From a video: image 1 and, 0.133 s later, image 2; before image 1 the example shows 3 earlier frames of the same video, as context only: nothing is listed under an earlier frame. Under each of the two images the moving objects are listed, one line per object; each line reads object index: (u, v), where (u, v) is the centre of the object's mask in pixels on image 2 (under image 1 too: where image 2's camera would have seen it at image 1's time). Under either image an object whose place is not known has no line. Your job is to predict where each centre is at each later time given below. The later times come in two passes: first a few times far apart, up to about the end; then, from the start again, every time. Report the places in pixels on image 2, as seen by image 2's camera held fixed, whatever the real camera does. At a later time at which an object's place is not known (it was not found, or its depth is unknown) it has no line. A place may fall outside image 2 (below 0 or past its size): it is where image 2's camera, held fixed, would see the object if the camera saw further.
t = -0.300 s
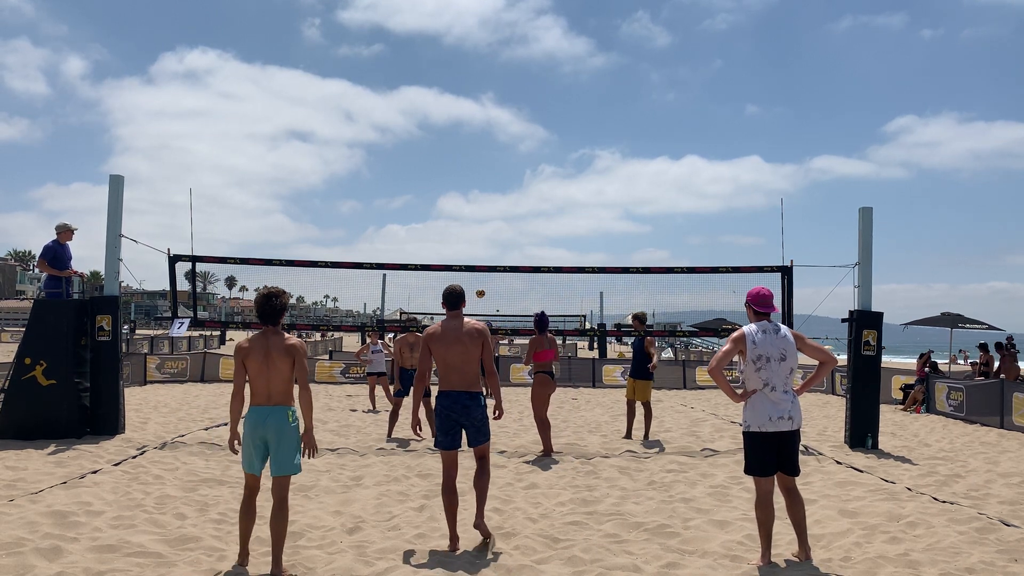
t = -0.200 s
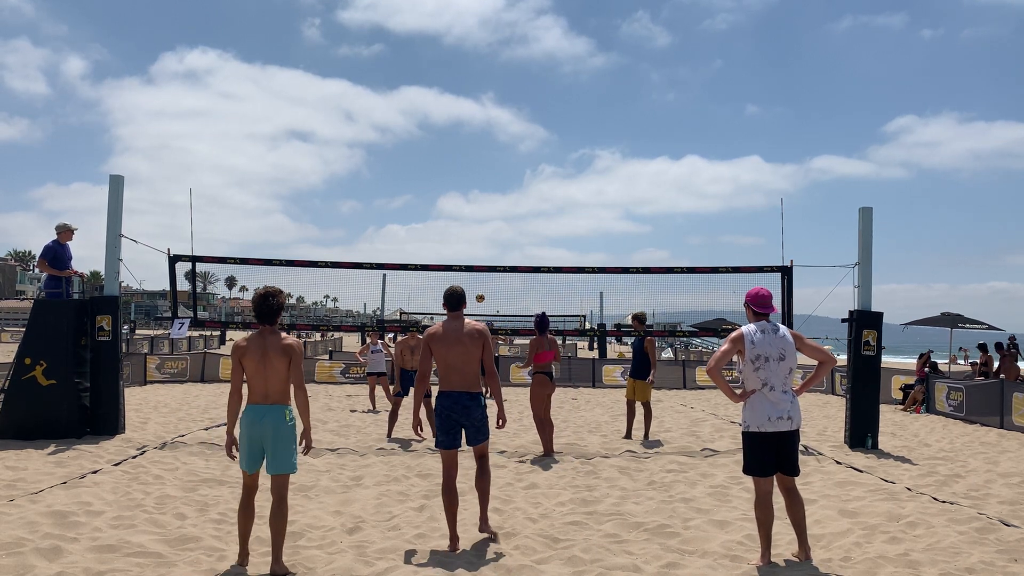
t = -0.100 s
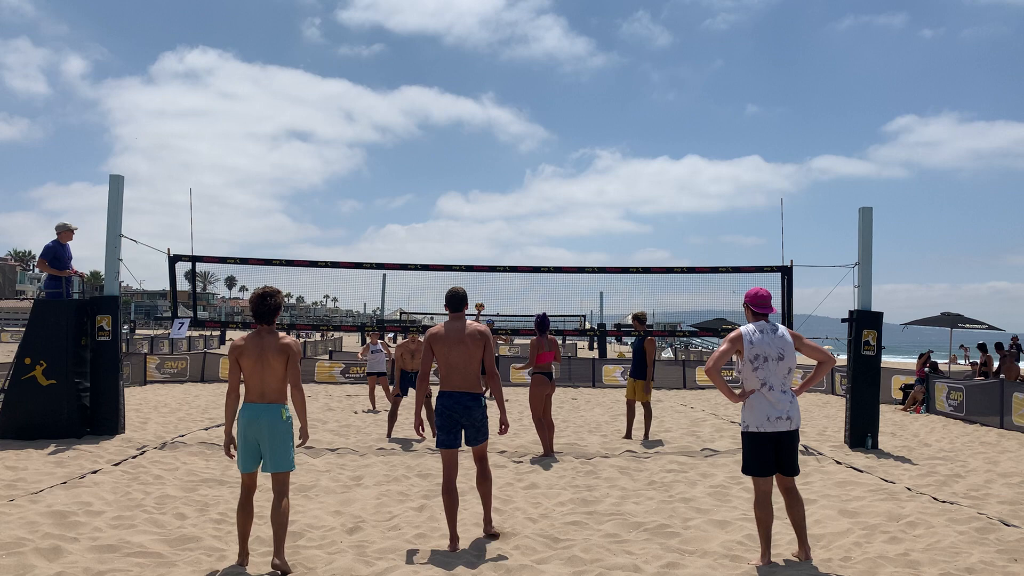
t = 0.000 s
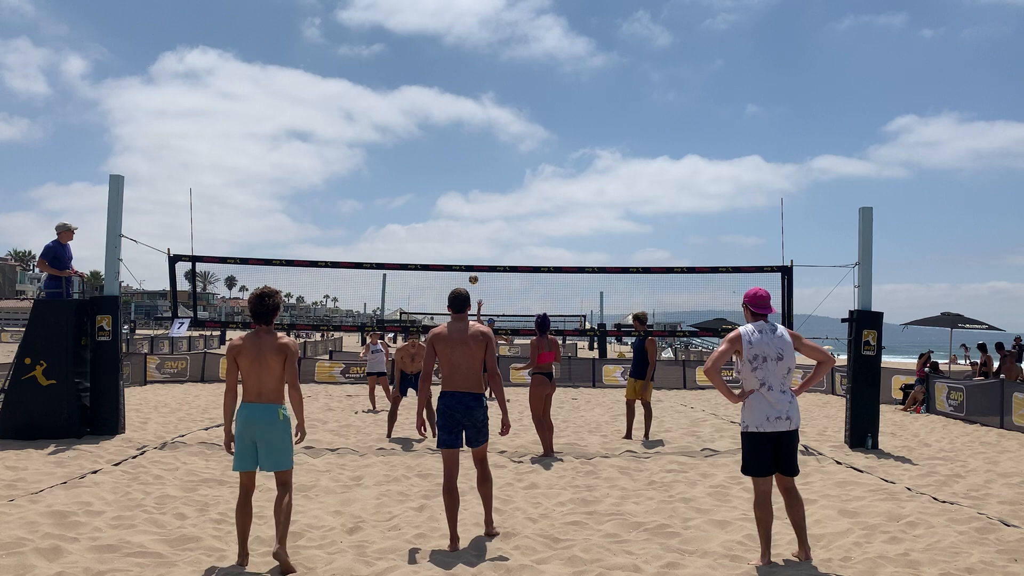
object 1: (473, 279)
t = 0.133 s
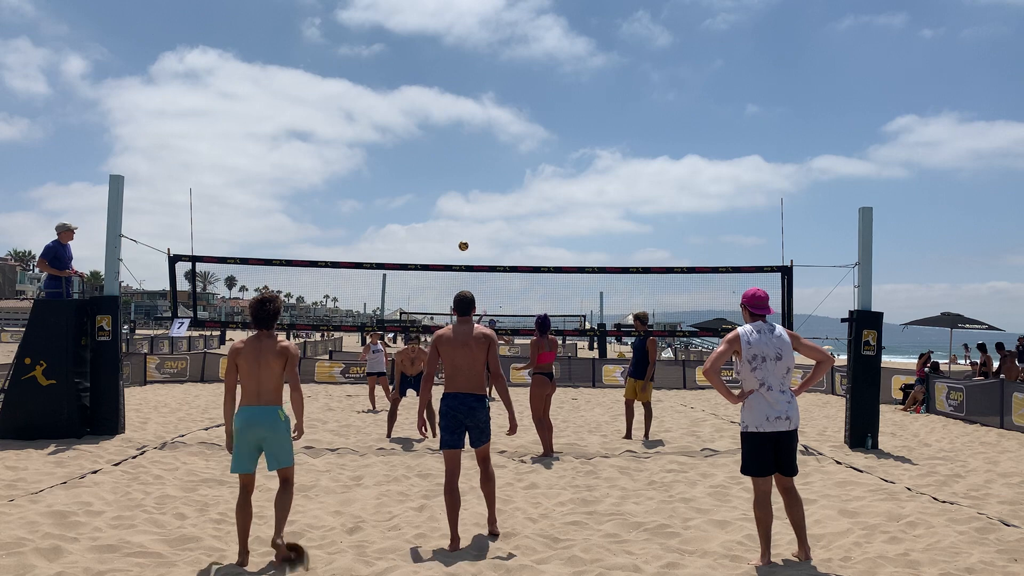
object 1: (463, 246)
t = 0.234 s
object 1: (455, 224)
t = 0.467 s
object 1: (432, 189)
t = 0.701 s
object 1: (404, 179)
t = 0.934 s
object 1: (369, 203)
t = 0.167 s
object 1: (460, 238)
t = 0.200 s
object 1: (458, 231)
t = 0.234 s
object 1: (455, 224)
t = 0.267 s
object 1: (452, 218)
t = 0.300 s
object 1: (449, 212)
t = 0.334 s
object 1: (445, 206)
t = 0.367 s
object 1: (442, 201)
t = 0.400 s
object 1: (439, 196)
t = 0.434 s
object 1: (436, 192)
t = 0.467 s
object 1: (432, 189)
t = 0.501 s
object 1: (428, 186)
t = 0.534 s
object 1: (424, 183)
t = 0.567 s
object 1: (421, 181)
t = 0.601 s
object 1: (417, 180)
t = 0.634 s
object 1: (412, 179)
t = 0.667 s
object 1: (408, 178)
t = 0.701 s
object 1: (404, 179)
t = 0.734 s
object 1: (399, 180)
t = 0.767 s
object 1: (395, 182)
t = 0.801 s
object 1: (390, 184)
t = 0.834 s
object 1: (385, 187)
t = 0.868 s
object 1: (380, 192)
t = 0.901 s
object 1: (374, 197)
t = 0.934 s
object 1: (369, 203)
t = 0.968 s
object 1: (363, 209)
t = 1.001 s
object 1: (357, 217)
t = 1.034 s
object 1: (350, 226)
